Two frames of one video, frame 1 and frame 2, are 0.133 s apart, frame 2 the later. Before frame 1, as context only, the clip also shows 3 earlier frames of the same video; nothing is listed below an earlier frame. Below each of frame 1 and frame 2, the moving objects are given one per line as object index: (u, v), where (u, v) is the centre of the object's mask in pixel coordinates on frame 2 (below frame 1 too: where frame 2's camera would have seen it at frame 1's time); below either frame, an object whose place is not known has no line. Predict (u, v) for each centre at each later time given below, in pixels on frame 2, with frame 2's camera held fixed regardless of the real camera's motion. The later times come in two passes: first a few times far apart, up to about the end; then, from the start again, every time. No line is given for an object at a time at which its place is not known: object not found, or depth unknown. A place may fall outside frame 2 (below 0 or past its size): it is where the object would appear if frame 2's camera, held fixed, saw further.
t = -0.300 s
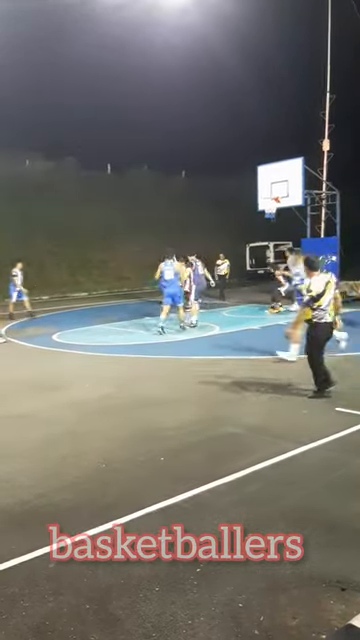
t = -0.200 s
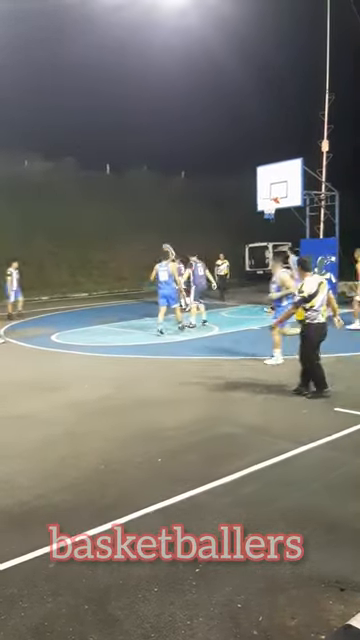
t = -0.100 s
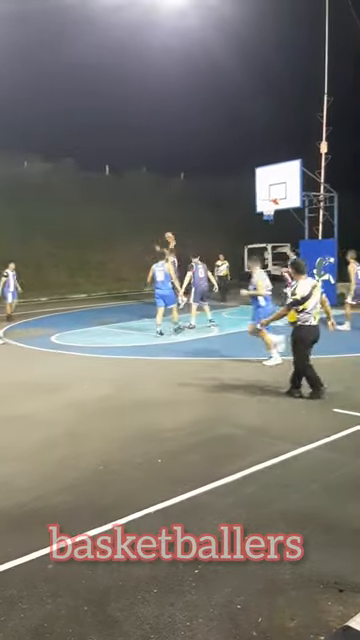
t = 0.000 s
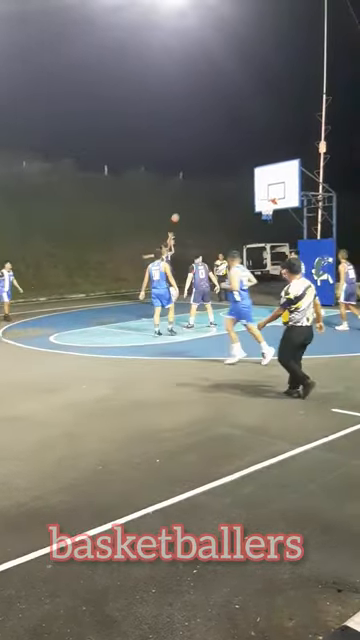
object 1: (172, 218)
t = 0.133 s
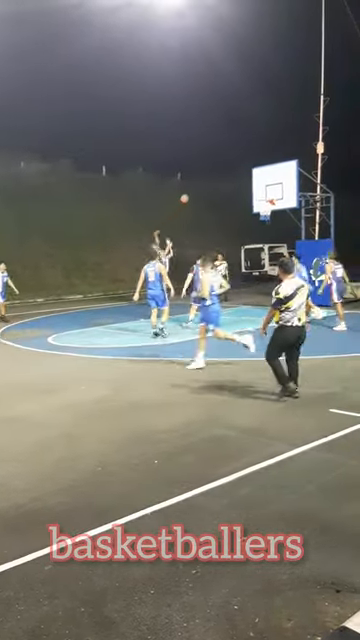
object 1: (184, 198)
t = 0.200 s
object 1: (189, 187)
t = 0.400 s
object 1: (208, 172)
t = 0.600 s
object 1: (229, 168)
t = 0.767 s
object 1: (248, 175)
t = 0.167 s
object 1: (187, 193)
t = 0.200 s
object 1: (189, 187)
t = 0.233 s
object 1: (193, 185)
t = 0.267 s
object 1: (196, 182)
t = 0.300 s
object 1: (199, 178)
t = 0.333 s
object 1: (202, 176)
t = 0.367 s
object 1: (206, 174)
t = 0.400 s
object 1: (208, 172)
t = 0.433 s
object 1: (212, 170)
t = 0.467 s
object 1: (215, 169)
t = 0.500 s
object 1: (218, 168)
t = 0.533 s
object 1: (222, 168)
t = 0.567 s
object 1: (226, 167)
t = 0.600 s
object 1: (229, 168)
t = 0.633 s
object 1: (233, 168)
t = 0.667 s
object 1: (237, 169)
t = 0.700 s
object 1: (240, 171)
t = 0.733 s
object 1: (244, 173)
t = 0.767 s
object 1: (248, 175)
